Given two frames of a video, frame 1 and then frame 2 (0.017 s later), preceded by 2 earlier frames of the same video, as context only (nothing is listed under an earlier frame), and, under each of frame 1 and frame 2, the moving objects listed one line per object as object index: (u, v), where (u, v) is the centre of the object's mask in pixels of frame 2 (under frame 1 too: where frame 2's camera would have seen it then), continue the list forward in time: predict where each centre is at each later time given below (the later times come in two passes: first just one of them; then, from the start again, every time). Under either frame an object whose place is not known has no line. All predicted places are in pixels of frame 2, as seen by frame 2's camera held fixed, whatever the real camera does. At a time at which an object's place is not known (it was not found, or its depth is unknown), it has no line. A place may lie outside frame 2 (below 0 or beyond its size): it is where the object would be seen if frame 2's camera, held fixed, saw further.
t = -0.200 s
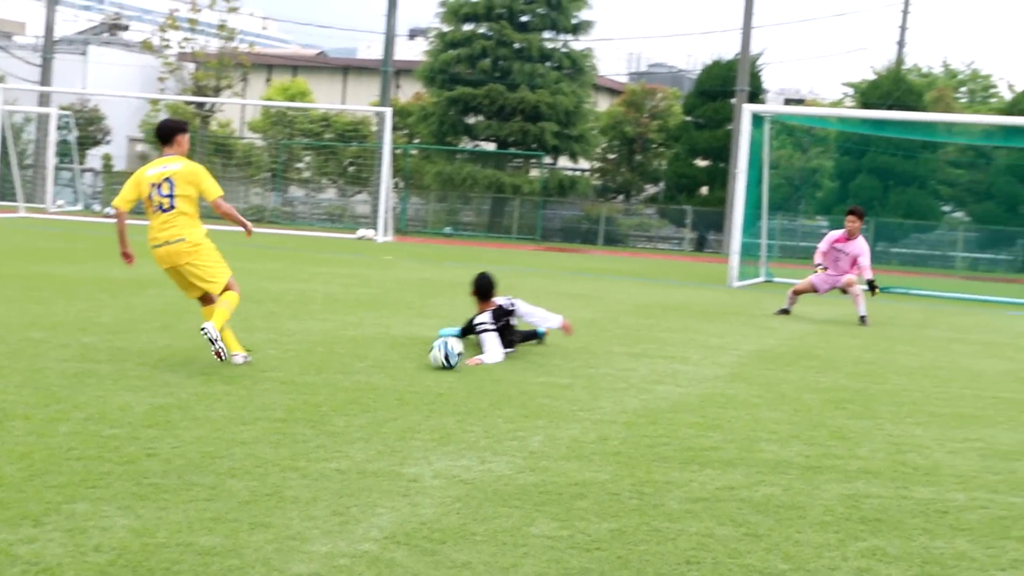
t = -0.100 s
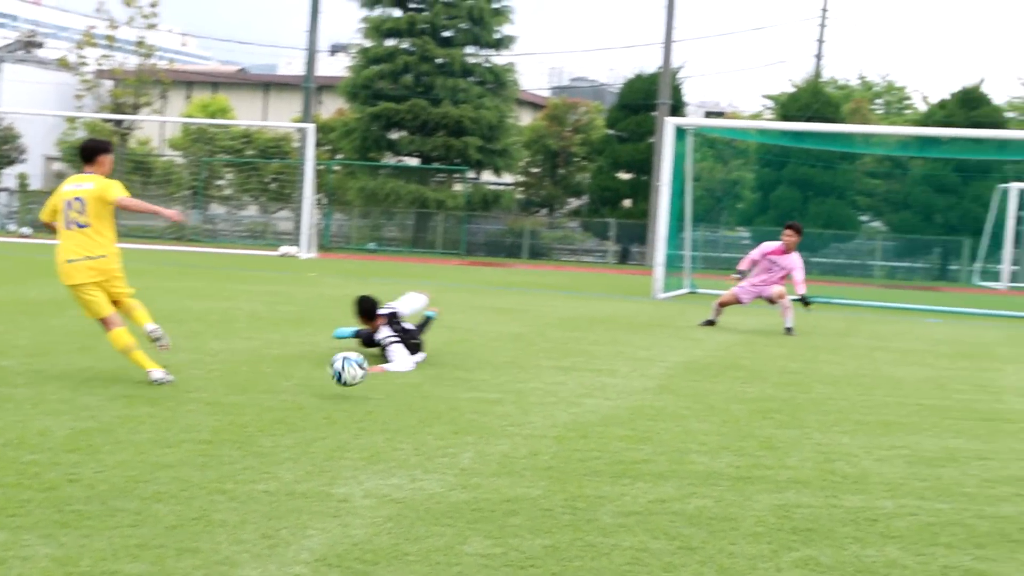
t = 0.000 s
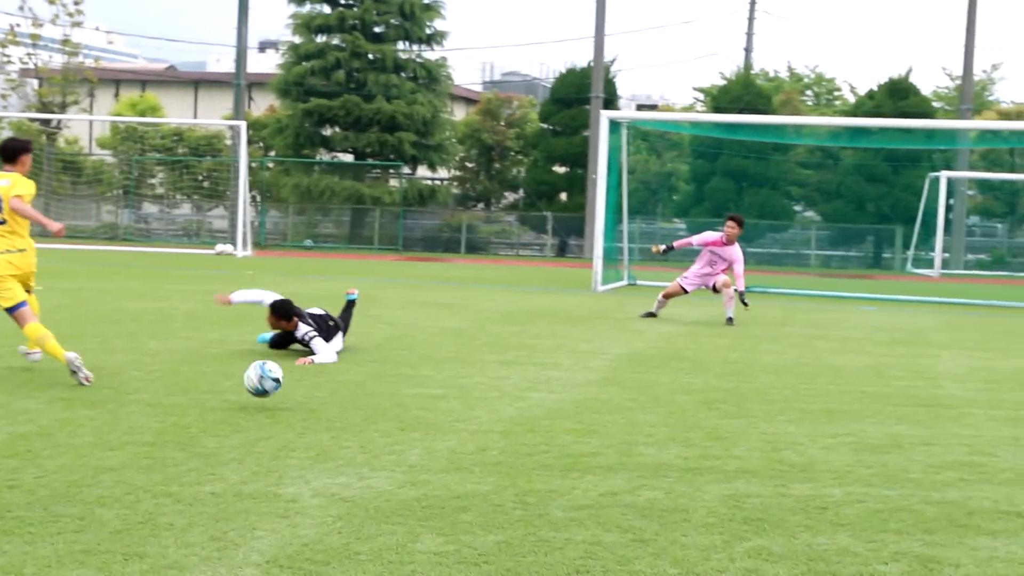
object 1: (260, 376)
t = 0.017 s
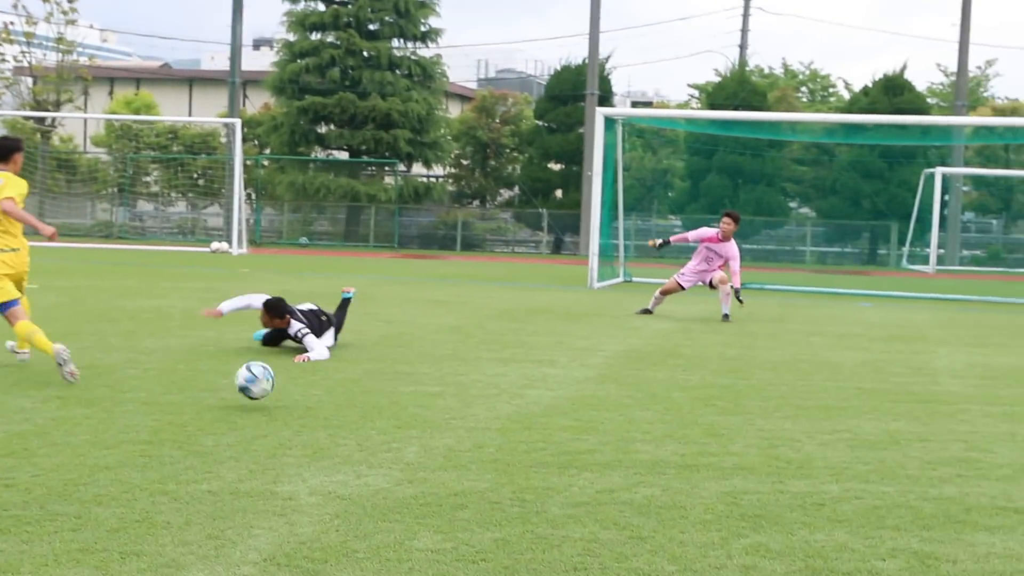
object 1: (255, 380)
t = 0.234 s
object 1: (187, 408)
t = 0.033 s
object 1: (250, 385)
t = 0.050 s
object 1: (246, 390)
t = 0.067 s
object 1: (241, 395)
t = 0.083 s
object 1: (236, 400)
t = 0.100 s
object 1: (231, 401)
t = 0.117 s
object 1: (226, 400)
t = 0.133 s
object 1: (220, 399)
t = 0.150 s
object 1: (215, 399)
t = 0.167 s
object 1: (209, 400)
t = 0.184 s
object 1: (204, 401)
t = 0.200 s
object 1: (199, 403)
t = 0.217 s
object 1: (193, 405)
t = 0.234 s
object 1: (187, 408)
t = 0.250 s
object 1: (182, 411)
